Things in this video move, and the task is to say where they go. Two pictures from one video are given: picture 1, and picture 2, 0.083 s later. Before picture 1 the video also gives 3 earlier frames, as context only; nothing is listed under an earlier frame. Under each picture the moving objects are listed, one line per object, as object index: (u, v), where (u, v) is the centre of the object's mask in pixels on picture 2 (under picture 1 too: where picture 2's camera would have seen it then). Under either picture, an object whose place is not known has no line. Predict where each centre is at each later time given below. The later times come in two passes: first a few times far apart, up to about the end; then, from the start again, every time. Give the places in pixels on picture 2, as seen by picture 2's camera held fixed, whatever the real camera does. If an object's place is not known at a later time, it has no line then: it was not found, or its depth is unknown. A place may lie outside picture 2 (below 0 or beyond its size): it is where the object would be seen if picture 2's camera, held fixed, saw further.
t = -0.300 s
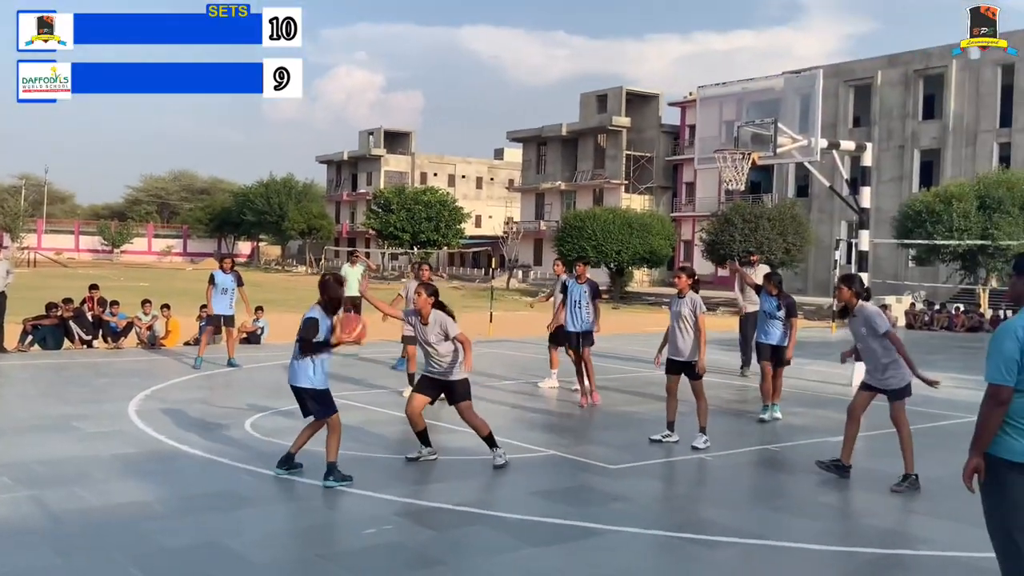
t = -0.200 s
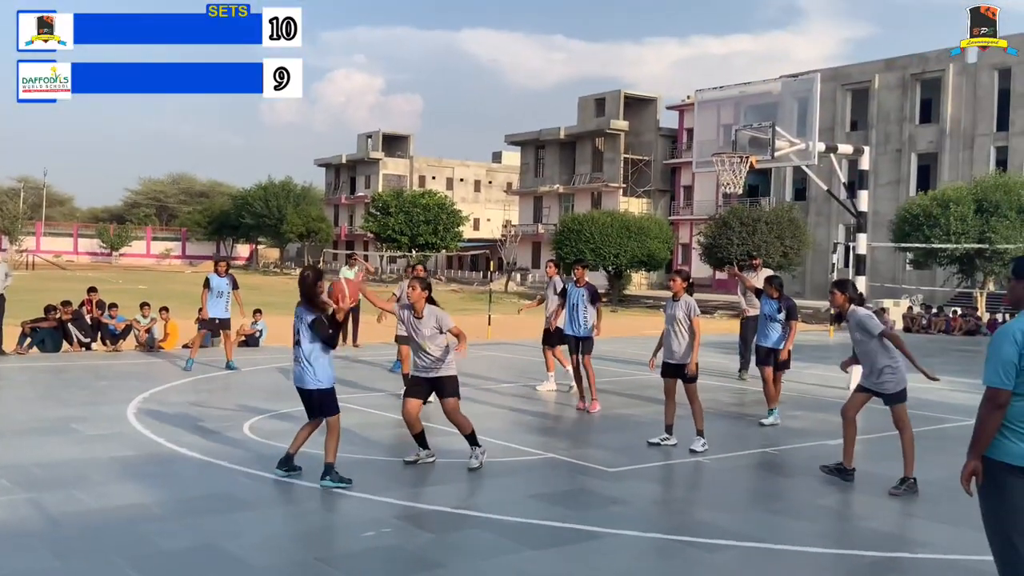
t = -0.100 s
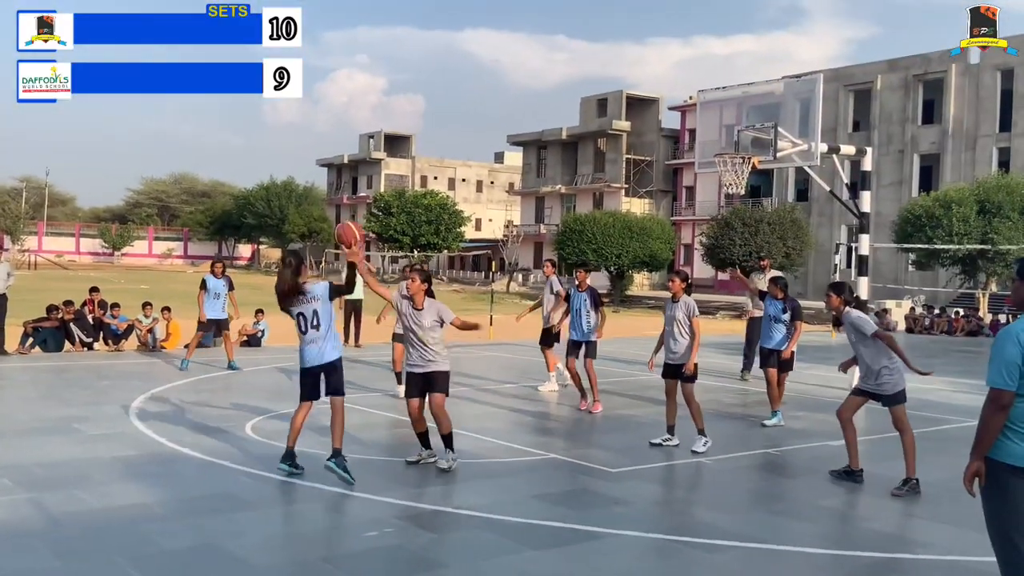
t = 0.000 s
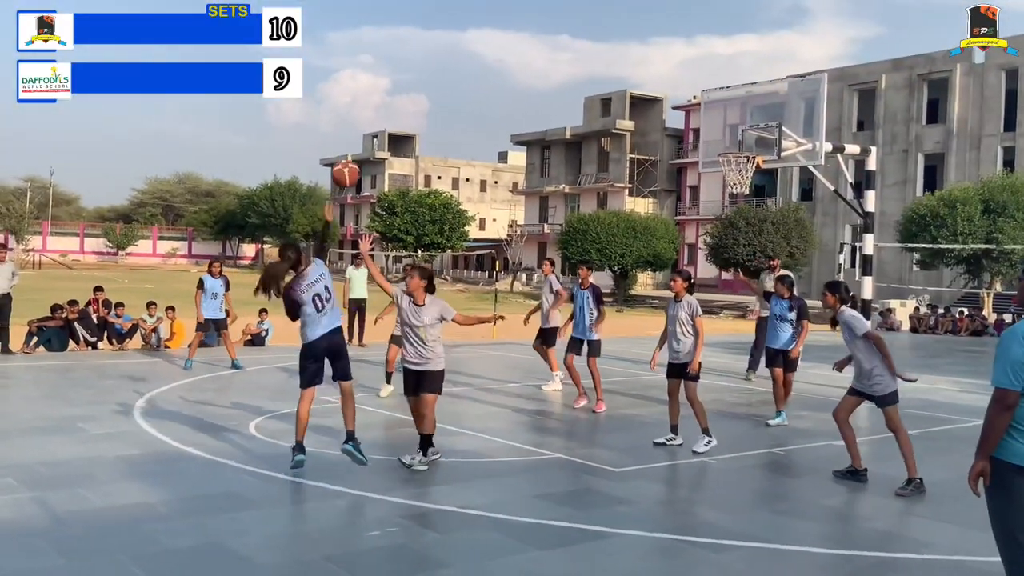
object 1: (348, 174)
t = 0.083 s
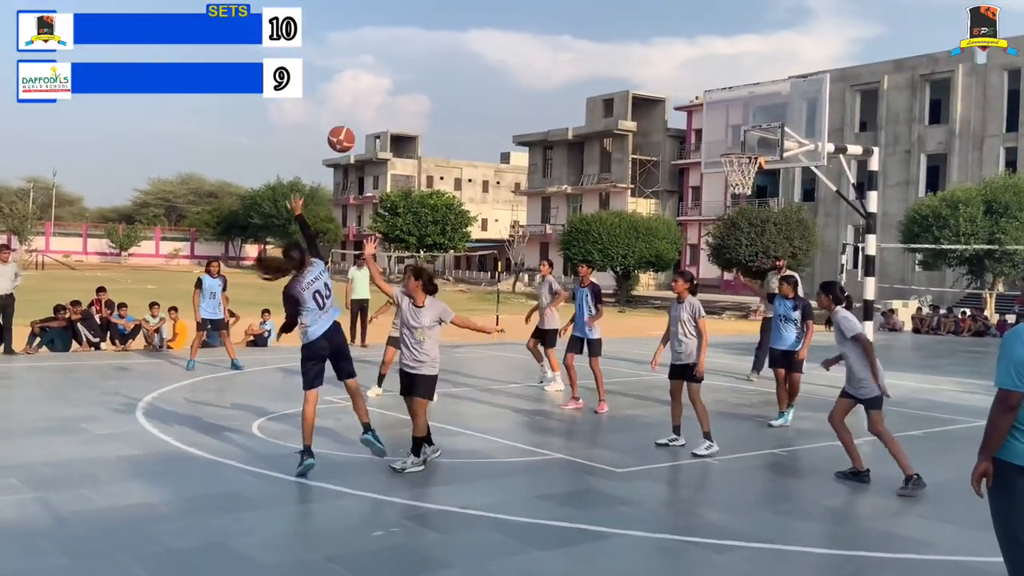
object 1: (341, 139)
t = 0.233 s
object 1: (331, 102)
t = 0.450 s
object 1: (319, 98)
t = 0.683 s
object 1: (308, 136)
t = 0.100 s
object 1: (340, 133)
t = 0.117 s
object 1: (339, 128)
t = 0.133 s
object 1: (338, 123)
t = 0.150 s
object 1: (337, 119)
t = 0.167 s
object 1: (336, 115)
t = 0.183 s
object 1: (334, 111)
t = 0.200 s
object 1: (333, 108)
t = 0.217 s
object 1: (332, 105)
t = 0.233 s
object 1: (331, 102)
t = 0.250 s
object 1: (330, 101)
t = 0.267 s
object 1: (329, 99)
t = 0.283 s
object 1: (328, 97)
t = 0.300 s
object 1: (327, 96)
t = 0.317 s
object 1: (326, 95)
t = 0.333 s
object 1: (325, 95)
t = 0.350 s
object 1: (324, 94)
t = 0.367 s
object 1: (323, 95)
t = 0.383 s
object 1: (322, 95)
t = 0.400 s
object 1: (322, 95)
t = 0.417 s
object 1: (321, 96)
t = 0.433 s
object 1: (320, 97)
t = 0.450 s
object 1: (319, 98)
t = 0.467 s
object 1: (318, 100)
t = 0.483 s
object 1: (318, 102)
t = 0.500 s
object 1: (316, 103)
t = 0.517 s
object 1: (316, 105)
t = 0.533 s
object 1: (315, 108)
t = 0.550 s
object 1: (314, 110)
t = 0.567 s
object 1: (314, 113)
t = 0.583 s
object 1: (313, 115)
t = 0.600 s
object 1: (312, 118)
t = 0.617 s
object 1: (311, 121)
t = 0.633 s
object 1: (310, 125)
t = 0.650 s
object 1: (309, 128)
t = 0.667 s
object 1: (309, 132)
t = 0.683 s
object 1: (308, 136)
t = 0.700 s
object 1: (307, 140)
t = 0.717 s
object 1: (306, 144)
